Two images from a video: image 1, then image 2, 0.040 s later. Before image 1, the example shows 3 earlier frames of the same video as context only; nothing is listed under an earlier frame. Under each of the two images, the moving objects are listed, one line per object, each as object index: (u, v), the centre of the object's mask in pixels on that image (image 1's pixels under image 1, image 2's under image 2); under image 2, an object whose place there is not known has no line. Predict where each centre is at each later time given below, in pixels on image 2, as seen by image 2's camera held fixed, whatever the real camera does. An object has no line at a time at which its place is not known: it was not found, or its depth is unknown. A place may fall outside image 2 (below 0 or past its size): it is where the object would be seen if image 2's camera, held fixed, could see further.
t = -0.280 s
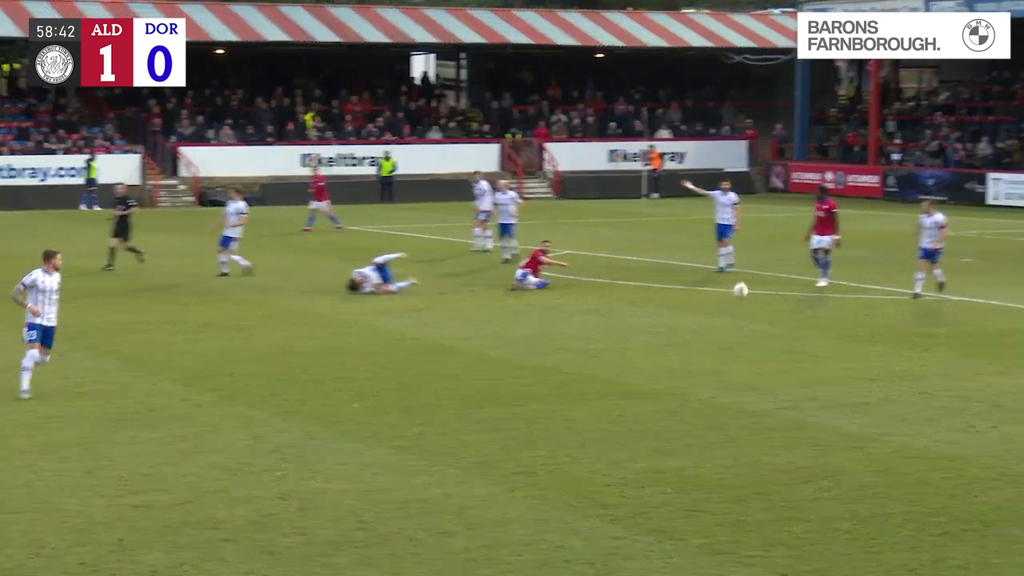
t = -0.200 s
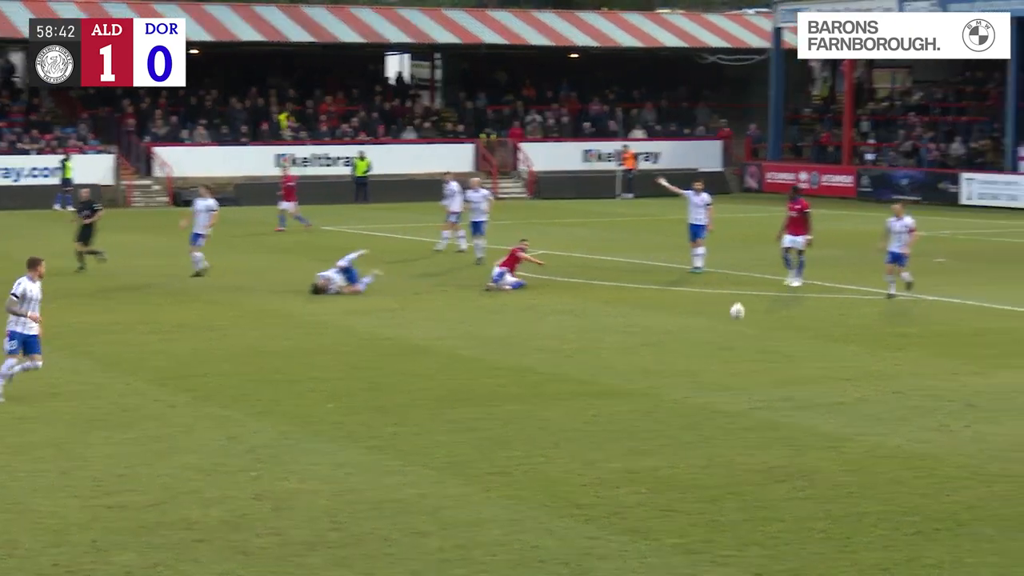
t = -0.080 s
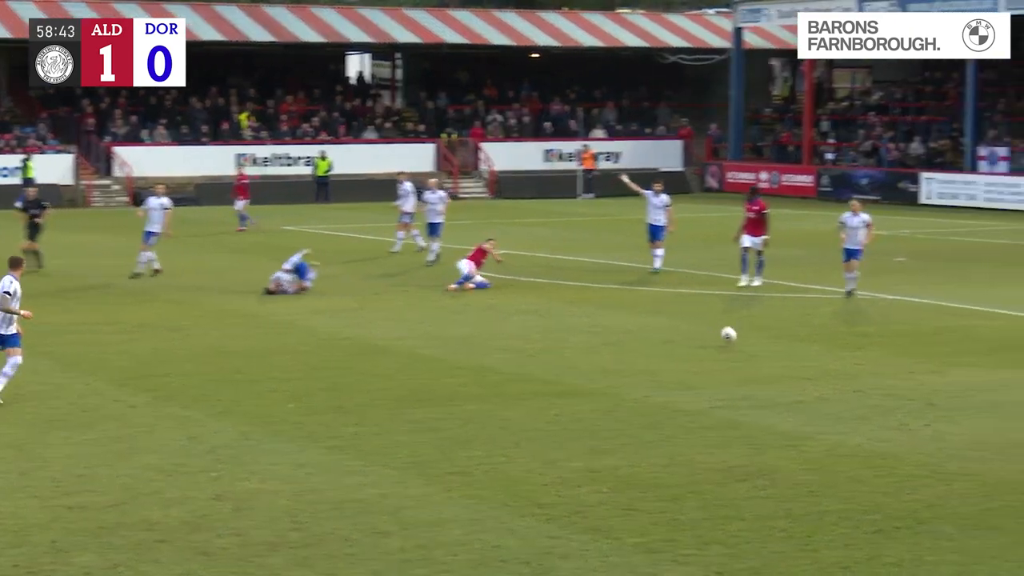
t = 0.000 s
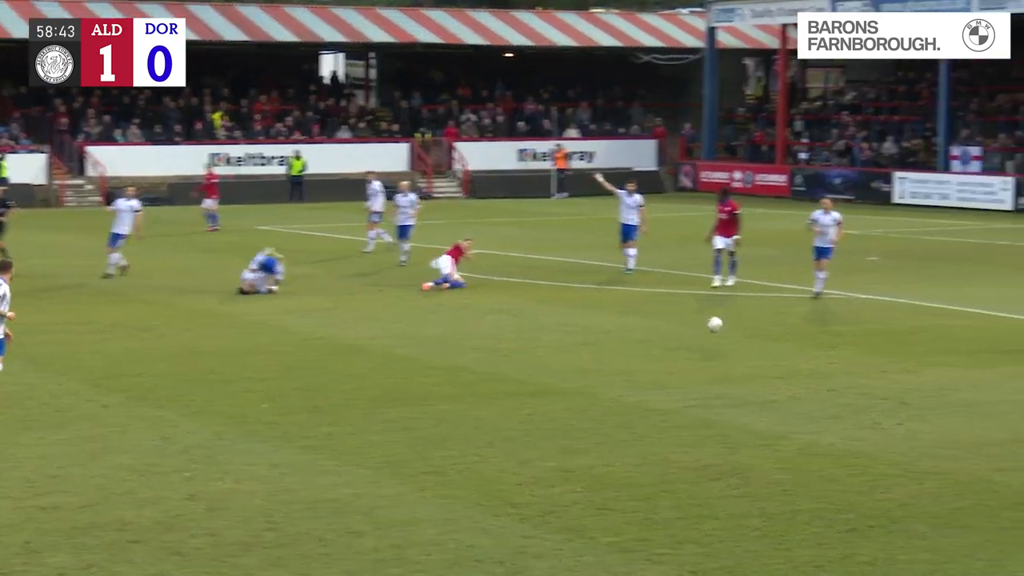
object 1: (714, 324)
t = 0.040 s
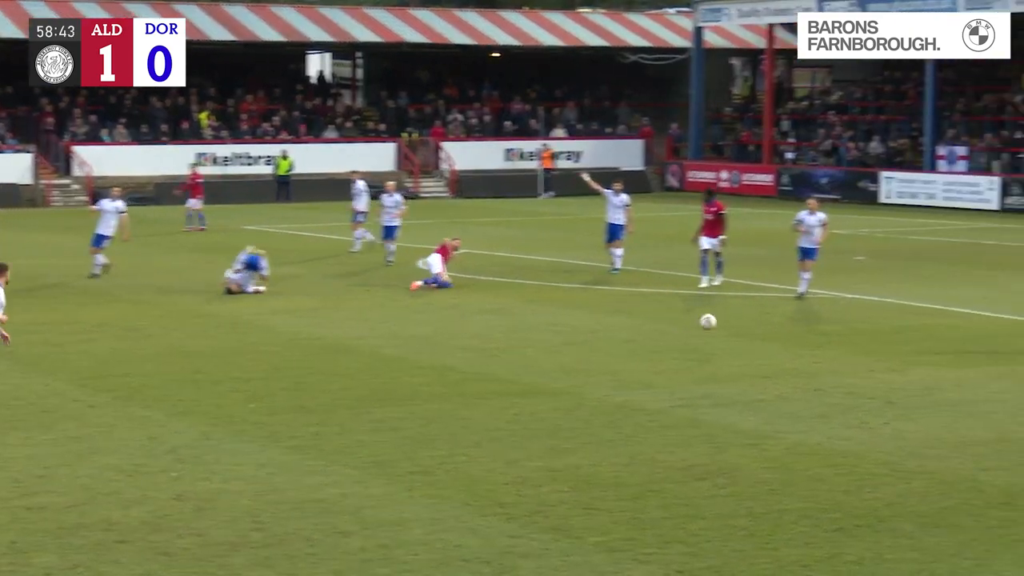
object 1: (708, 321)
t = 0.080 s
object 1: (712, 320)
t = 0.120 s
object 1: (716, 320)
